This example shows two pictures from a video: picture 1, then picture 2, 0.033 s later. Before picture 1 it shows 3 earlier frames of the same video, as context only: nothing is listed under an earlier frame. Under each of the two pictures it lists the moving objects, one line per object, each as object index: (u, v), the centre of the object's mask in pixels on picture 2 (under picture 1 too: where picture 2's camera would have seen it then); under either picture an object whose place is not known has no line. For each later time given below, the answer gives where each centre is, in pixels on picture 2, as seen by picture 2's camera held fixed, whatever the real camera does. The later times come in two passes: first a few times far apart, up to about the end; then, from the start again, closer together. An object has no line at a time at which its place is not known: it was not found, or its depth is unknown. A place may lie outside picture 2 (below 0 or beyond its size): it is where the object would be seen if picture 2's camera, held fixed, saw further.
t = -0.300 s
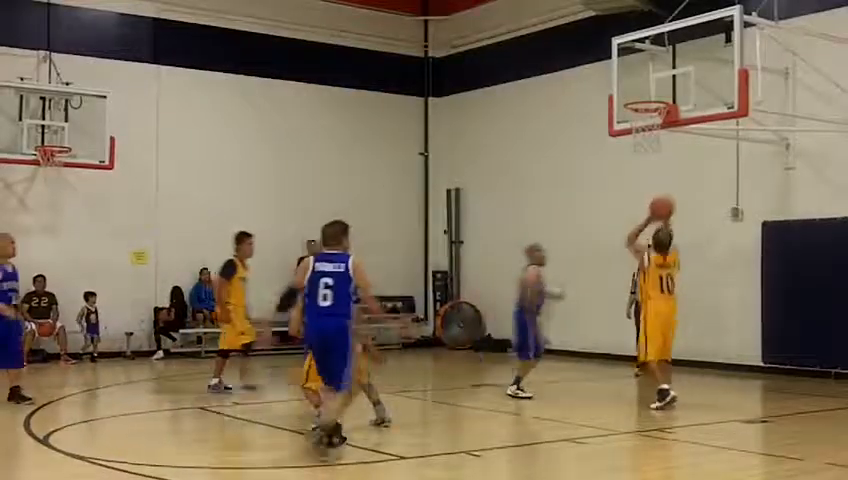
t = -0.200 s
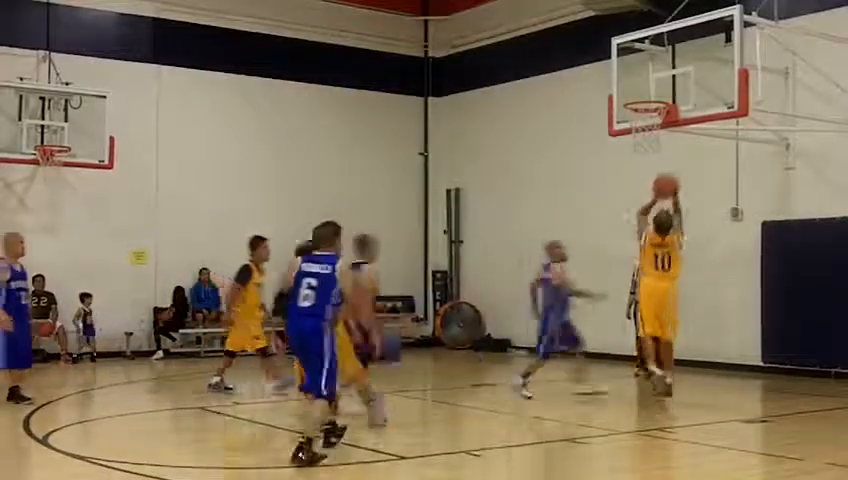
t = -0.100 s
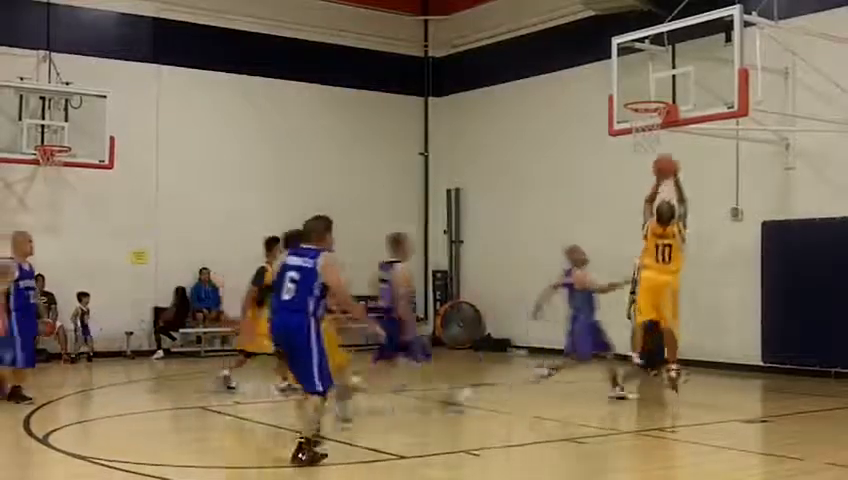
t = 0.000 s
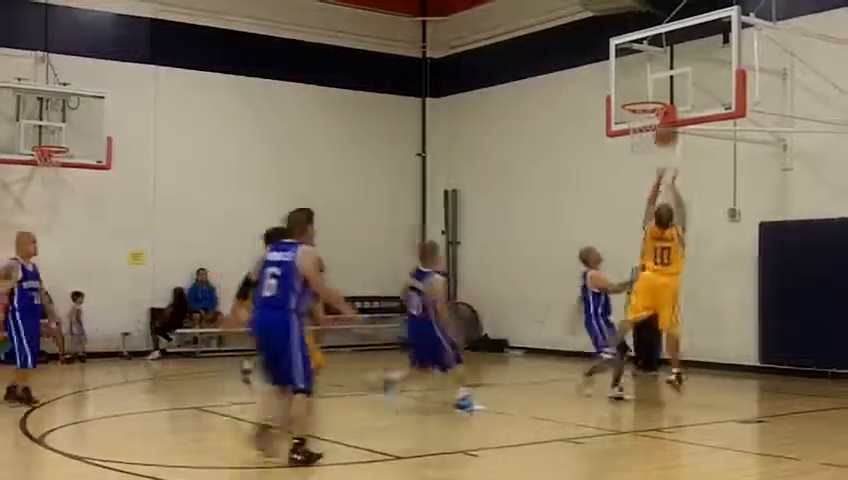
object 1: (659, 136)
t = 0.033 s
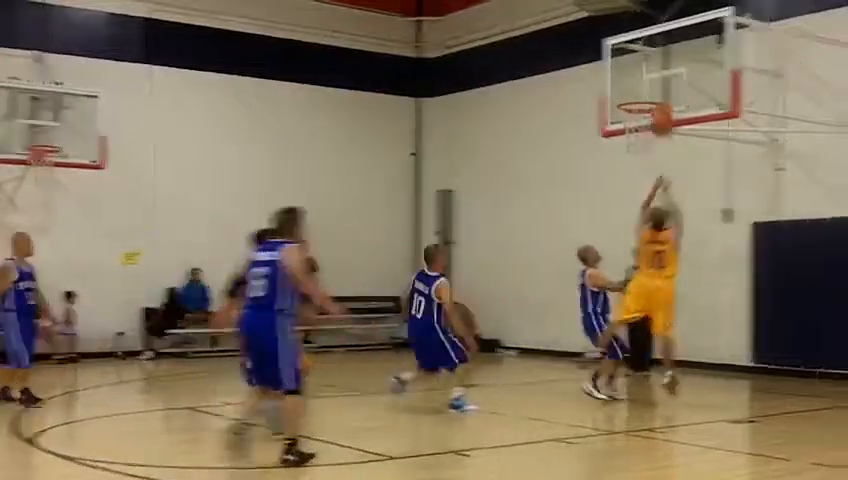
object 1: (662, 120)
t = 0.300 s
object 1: (672, 85)
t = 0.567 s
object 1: (656, 86)
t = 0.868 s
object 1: (637, 89)
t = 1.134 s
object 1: (625, 95)
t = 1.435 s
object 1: (634, 136)
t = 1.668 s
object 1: (643, 191)
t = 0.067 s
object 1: (663, 116)
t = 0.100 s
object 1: (671, 103)
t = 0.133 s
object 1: (667, 100)
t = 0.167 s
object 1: (667, 94)
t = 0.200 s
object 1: (668, 90)
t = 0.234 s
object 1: (669, 87)
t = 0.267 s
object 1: (670, 86)
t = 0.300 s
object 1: (672, 85)
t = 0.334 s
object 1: (673, 84)
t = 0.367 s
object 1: (673, 84)
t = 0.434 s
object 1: (669, 86)
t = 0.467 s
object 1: (665, 88)
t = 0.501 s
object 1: (660, 91)
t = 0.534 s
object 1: (657, 88)
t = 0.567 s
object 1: (656, 86)
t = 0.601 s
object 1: (653, 86)
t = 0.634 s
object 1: (651, 85)
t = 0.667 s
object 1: (649, 84)
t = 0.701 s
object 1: (648, 85)
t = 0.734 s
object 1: (646, 88)
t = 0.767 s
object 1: (644, 90)
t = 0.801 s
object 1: (642, 91)
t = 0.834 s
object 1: (639, 90)
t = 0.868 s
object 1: (637, 89)
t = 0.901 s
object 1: (634, 89)
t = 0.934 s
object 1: (632, 90)
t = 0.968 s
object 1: (630, 93)
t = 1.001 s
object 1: (628, 94)
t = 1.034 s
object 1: (627, 95)
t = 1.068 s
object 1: (626, 94)
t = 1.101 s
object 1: (625, 95)
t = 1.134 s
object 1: (625, 95)
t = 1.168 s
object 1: (625, 98)
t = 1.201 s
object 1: (625, 101)
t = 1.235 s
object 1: (627, 104)
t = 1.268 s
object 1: (627, 107)
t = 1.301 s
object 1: (629, 113)
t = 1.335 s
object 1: (631, 117)
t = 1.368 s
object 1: (634, 124)
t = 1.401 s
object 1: (634, 132)
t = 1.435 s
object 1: (634, 136)
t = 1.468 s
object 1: (636, 140)
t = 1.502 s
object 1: (637, 146)
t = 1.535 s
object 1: (638, 153)
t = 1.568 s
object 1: (639, 161)
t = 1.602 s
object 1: (641, 169)
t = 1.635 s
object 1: (642, 180)
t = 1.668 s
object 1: (643, 191)
